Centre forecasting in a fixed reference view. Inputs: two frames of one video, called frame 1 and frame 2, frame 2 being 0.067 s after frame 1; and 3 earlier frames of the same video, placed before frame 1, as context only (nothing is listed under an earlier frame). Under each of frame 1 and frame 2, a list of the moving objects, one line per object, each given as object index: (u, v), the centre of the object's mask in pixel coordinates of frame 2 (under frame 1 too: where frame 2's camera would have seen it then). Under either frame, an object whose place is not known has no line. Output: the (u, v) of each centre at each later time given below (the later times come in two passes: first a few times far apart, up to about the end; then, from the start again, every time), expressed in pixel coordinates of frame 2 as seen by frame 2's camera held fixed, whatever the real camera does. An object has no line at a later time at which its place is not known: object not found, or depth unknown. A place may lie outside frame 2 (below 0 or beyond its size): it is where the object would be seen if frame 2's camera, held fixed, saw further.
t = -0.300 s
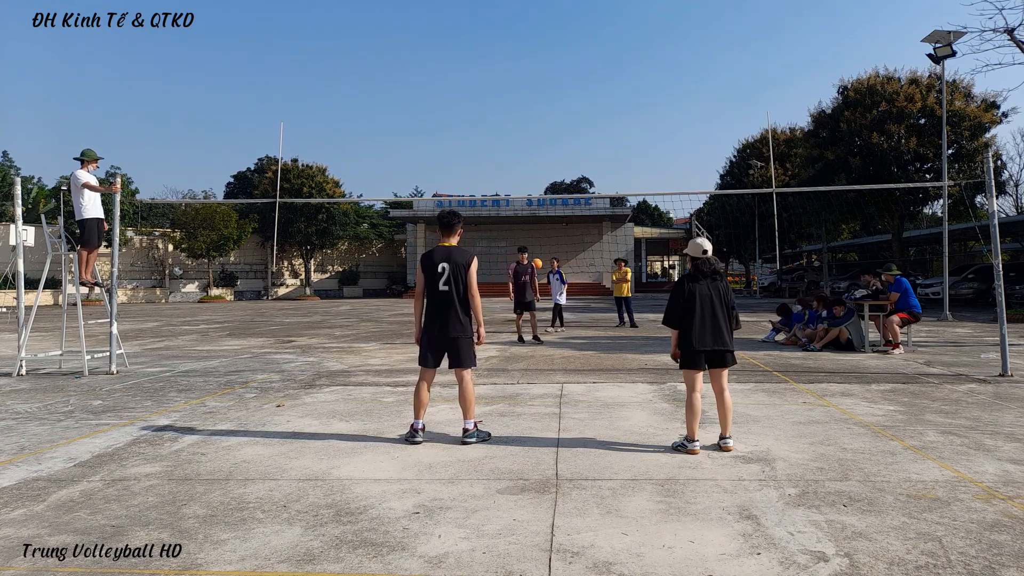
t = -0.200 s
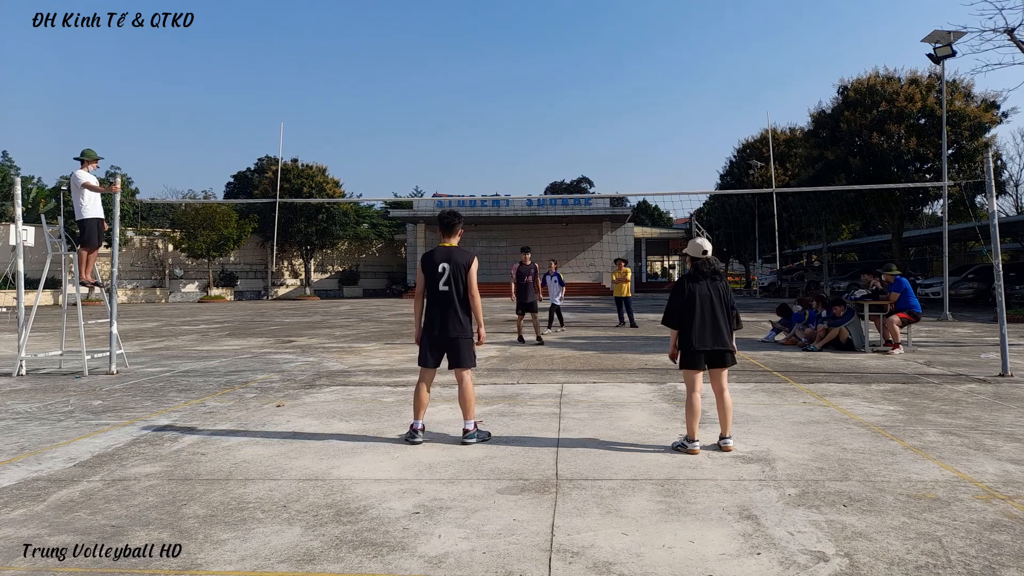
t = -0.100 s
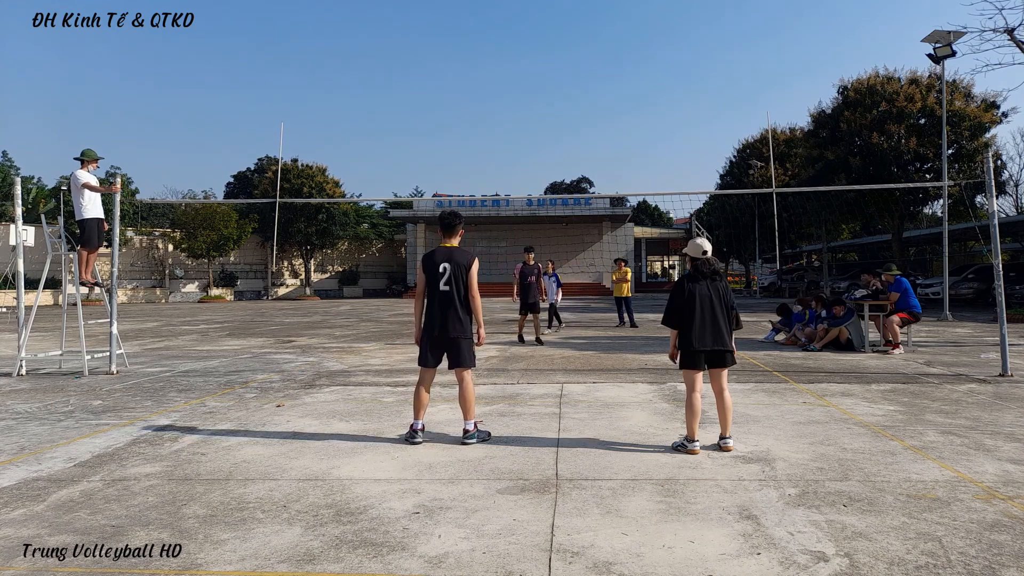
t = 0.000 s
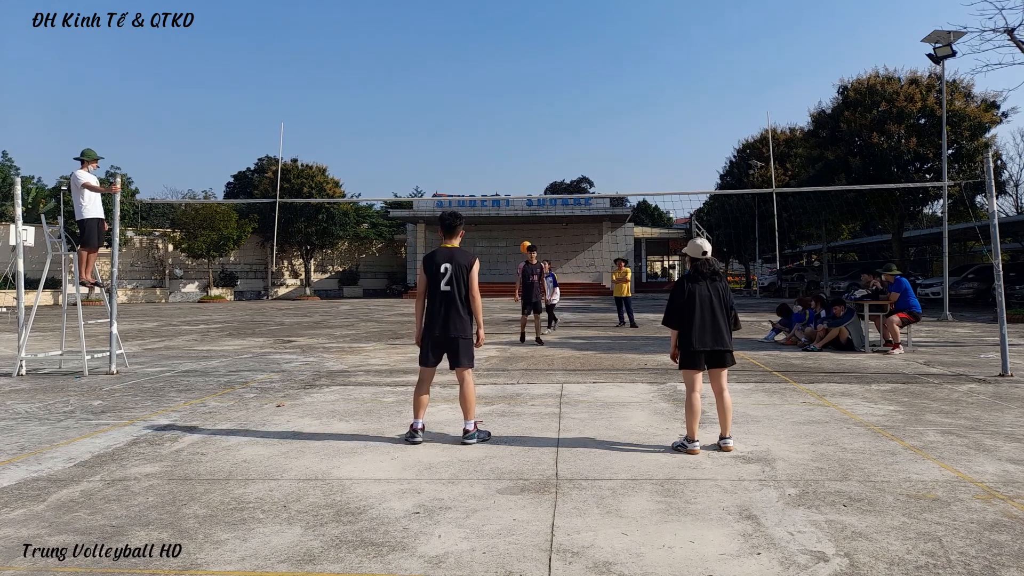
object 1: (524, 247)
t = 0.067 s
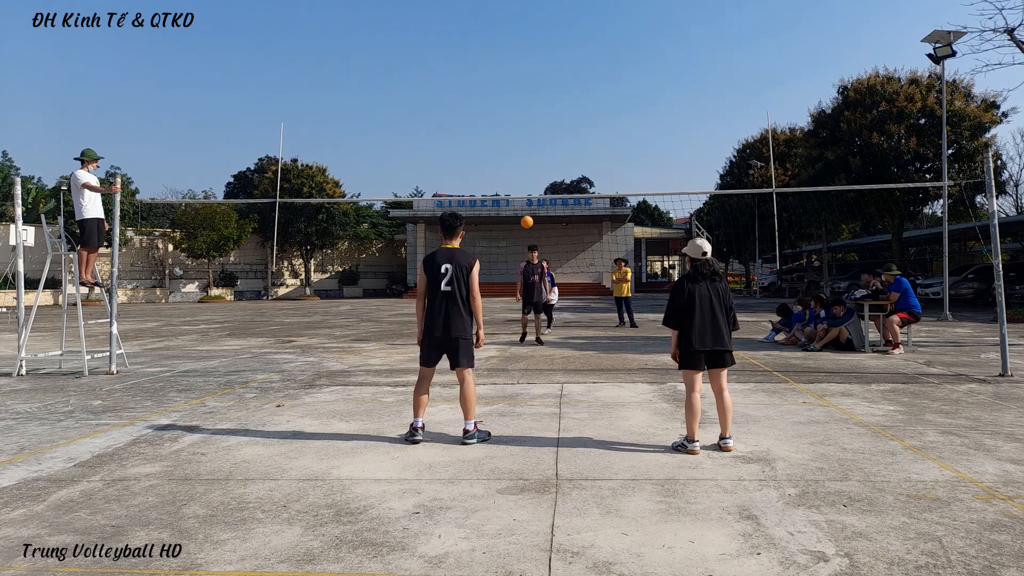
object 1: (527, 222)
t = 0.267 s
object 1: (530, 157)
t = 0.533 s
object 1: (533, 95)
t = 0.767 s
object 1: (535, 73)
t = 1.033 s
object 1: (536, 102)
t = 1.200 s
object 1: (537, 159)
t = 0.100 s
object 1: (527, 210)
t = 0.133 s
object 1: (528, 199)
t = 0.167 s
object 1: (529, 188)
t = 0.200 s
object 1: (529, 177)
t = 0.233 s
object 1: (530, 167)
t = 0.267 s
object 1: (530, 157)
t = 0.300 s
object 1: (531, 148)
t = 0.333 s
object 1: (531, 138)
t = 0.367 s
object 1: (531, 129)
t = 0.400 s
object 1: (532, 121)
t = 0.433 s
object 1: (532, 114)
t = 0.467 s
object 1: (532, 107)
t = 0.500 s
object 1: (533, 100)
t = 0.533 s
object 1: (533, 95)
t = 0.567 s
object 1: (533, 89)
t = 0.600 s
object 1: (533, 85)
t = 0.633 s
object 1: (534, 81)
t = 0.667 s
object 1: (534, 78)
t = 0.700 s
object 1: (534, 76)
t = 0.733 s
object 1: (534, 74)
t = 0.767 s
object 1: (535, 73)
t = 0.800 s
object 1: (535, 73)
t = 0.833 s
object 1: (535, 74)
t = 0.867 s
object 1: (535, 76)
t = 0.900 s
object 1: (535, 79)
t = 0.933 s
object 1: (535, 83)
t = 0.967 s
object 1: (536, 88)
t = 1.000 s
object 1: (536, 95)
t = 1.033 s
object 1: (536, 102)
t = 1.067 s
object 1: (536, 111)
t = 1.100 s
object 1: (536, 121)
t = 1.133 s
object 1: (536, 132)
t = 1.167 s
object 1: (537, 145)
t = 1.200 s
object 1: (537, 159)
